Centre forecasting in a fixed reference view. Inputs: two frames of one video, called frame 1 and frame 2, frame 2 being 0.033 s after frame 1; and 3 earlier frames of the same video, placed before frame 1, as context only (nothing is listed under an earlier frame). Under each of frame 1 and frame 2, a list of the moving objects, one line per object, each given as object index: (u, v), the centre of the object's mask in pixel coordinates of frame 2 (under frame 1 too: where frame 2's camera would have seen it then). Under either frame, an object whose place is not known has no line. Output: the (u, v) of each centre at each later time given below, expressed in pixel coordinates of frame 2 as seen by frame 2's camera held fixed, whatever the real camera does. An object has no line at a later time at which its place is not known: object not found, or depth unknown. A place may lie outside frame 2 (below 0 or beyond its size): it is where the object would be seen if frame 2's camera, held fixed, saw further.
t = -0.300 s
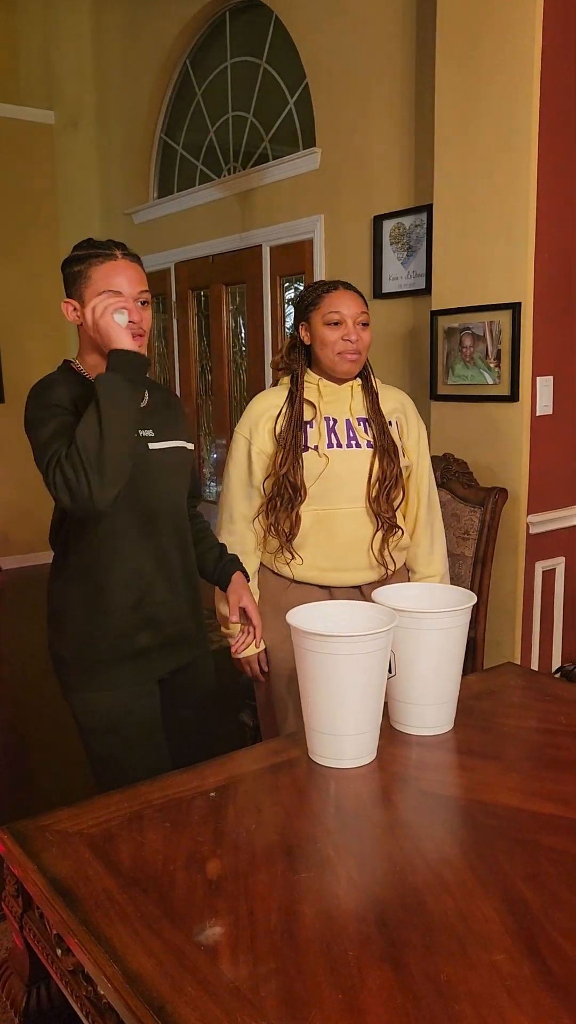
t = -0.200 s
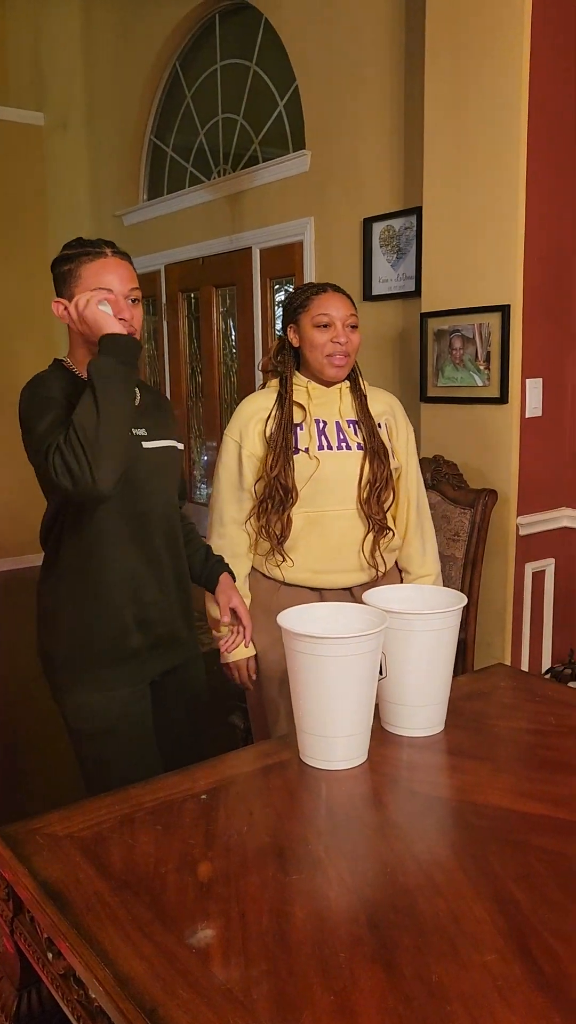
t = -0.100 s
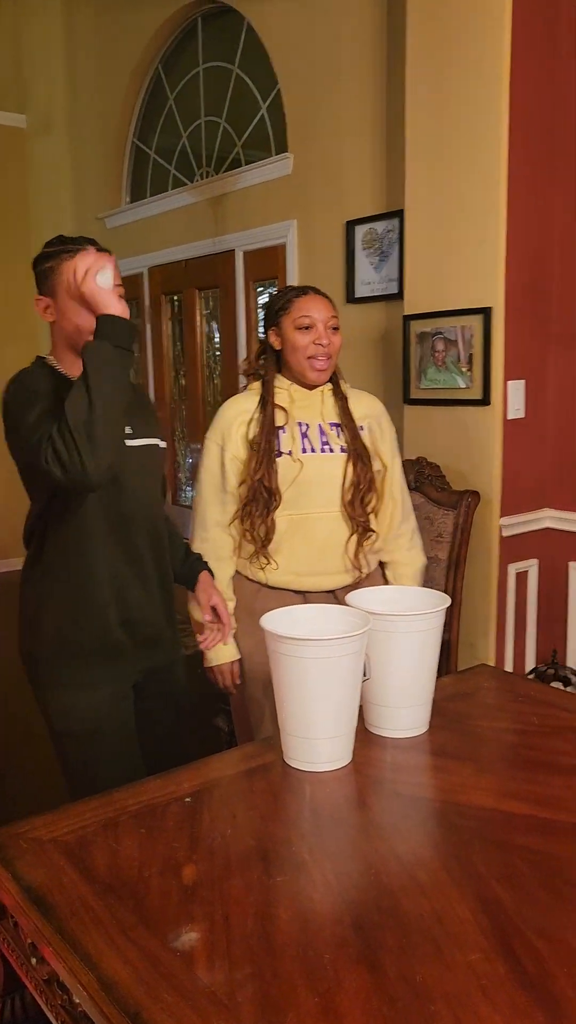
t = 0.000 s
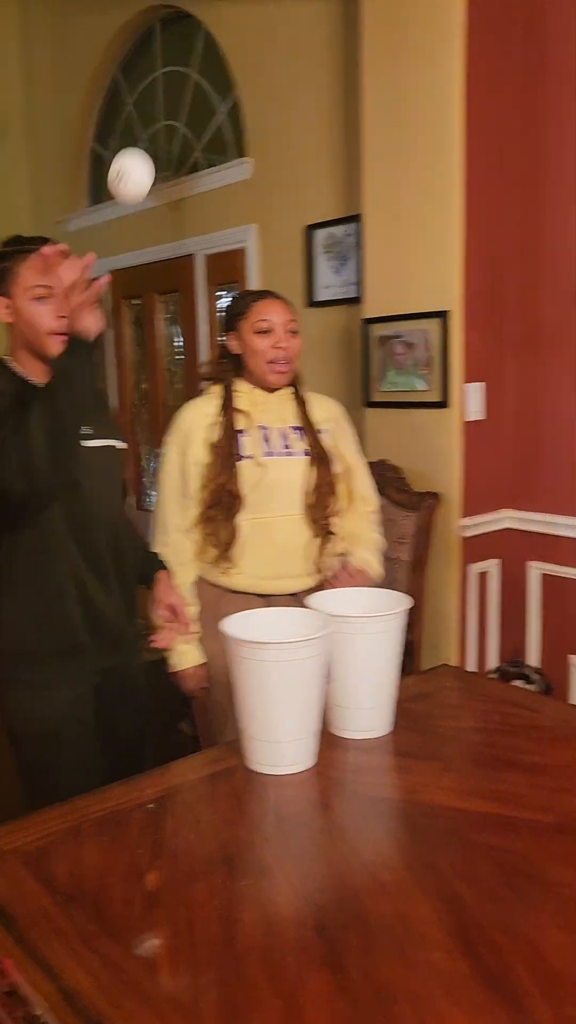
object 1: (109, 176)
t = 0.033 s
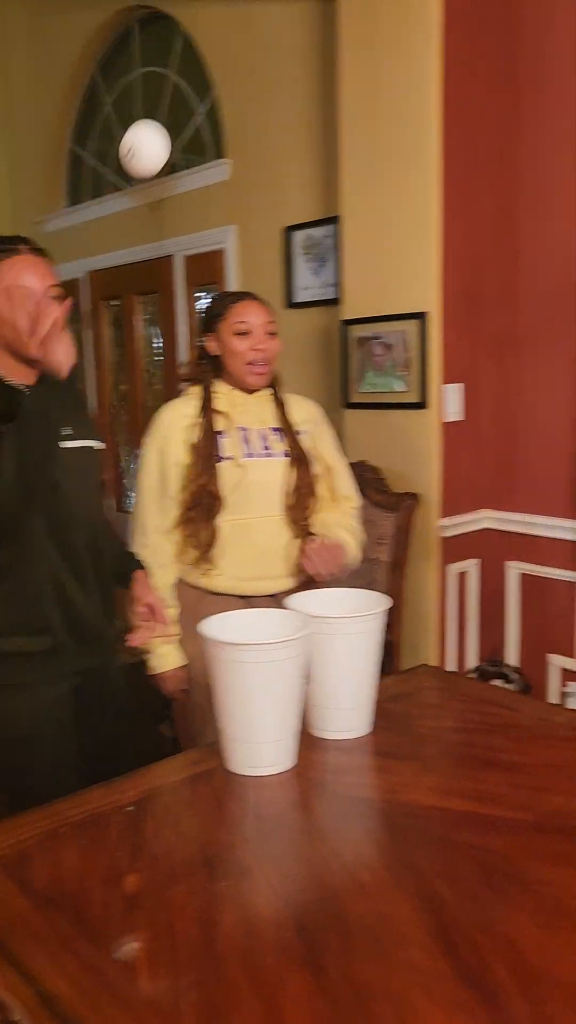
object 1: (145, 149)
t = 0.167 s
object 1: (345, 108)
